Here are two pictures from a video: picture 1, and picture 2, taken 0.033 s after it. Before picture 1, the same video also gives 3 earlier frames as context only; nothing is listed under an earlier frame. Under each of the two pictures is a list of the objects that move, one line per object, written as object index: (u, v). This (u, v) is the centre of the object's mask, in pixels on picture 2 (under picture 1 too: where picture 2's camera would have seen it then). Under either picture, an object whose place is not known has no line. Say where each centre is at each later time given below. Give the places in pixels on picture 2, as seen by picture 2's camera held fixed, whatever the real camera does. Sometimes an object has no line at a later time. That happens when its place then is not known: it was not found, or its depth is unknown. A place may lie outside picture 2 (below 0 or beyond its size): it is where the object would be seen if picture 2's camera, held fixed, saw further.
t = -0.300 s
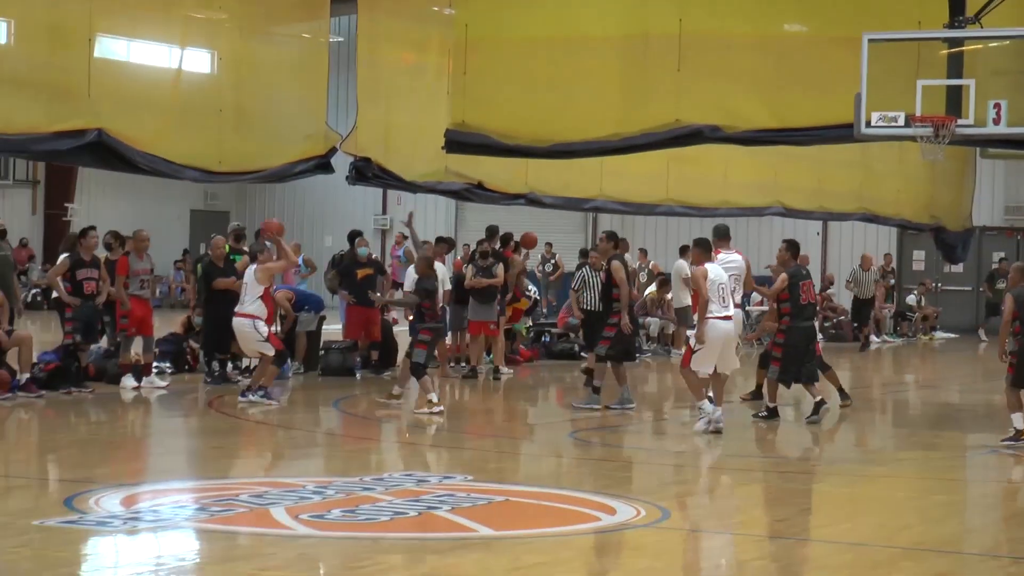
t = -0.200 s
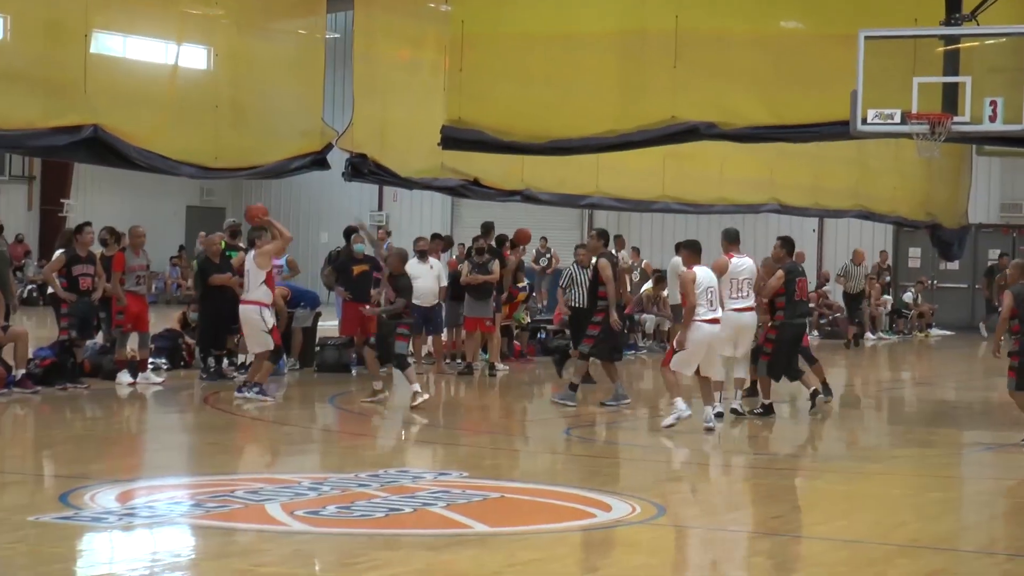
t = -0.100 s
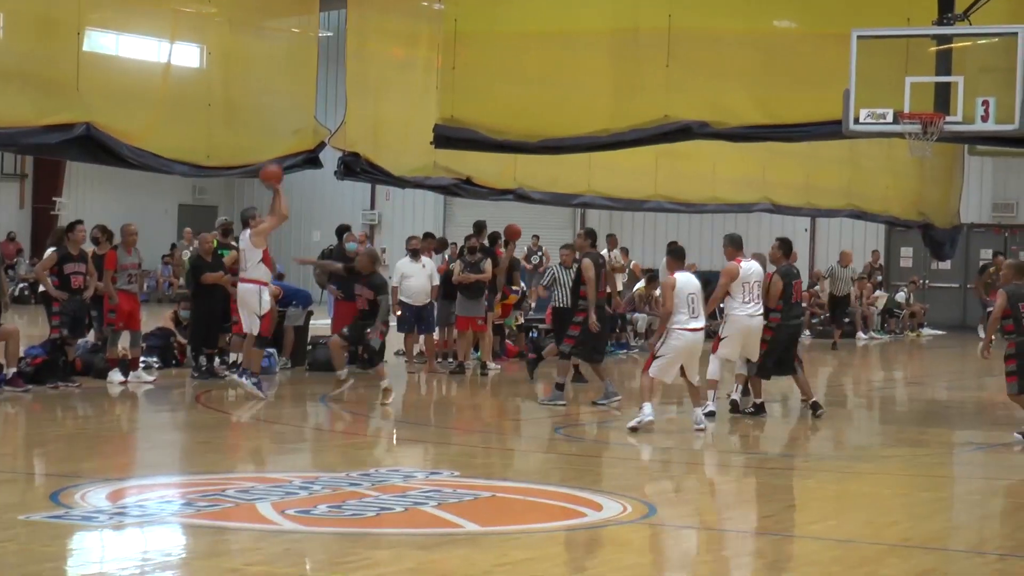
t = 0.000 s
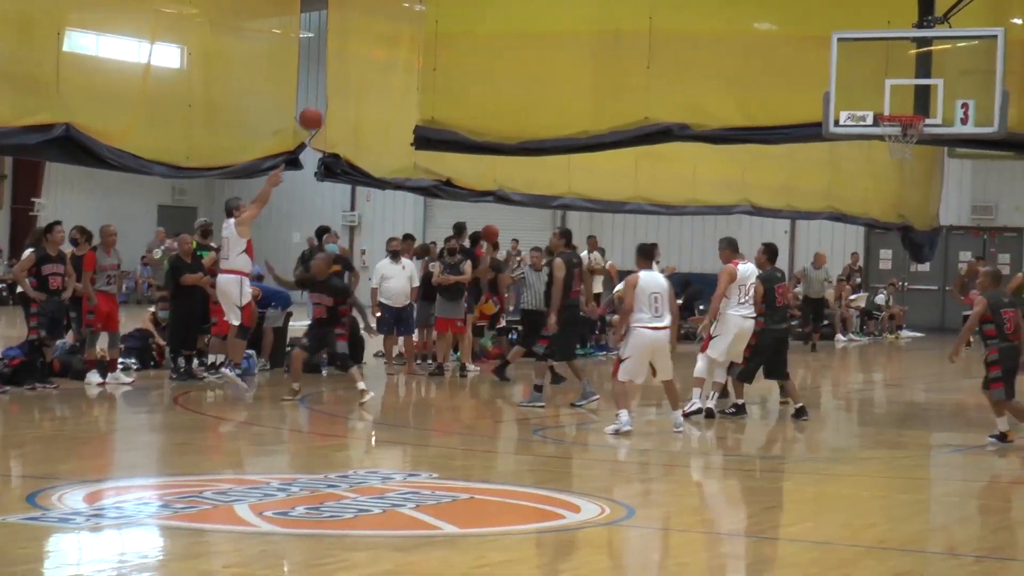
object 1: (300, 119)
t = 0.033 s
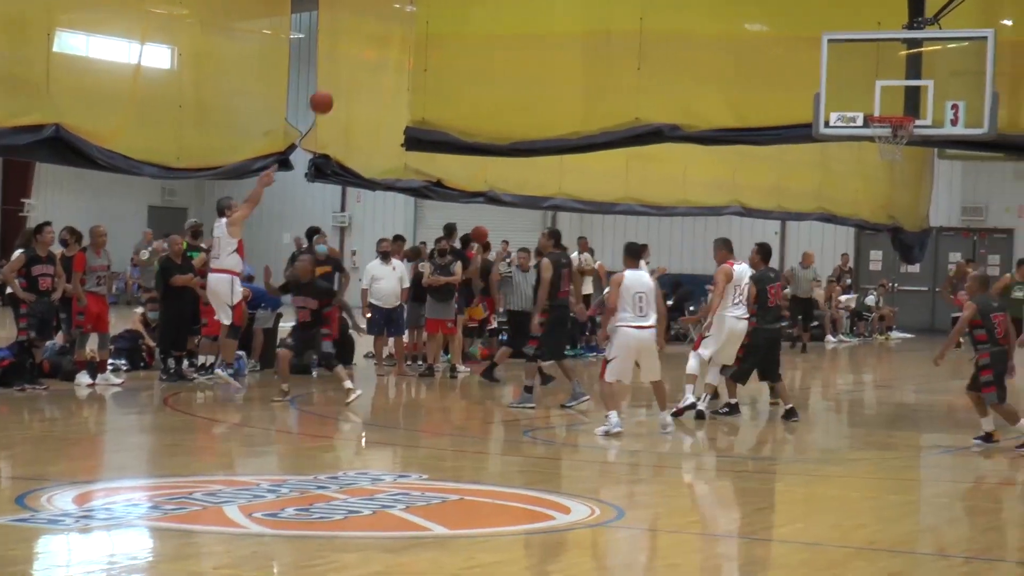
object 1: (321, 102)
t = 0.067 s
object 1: (343, 86)
